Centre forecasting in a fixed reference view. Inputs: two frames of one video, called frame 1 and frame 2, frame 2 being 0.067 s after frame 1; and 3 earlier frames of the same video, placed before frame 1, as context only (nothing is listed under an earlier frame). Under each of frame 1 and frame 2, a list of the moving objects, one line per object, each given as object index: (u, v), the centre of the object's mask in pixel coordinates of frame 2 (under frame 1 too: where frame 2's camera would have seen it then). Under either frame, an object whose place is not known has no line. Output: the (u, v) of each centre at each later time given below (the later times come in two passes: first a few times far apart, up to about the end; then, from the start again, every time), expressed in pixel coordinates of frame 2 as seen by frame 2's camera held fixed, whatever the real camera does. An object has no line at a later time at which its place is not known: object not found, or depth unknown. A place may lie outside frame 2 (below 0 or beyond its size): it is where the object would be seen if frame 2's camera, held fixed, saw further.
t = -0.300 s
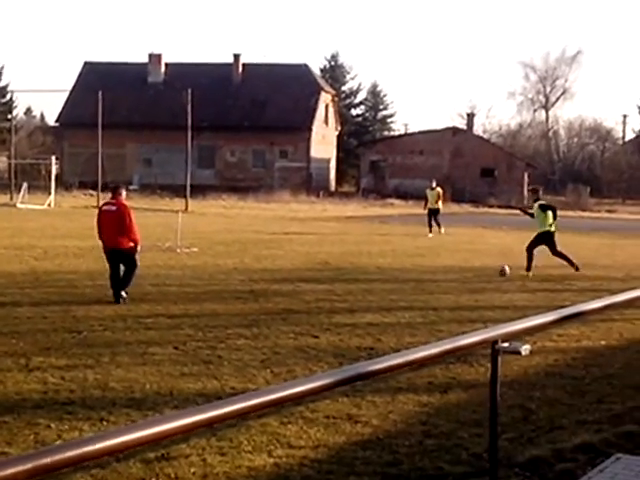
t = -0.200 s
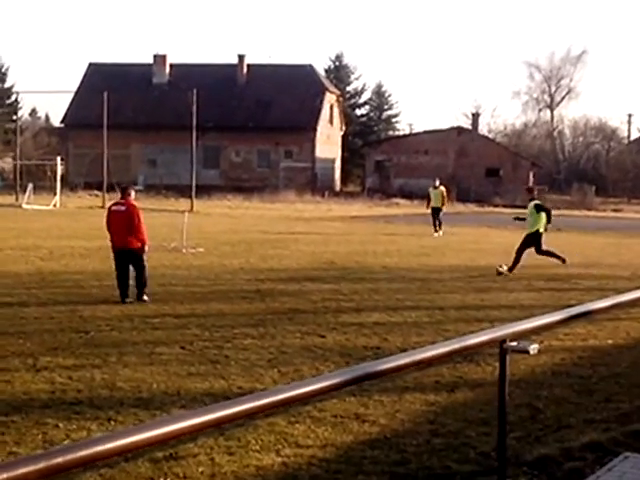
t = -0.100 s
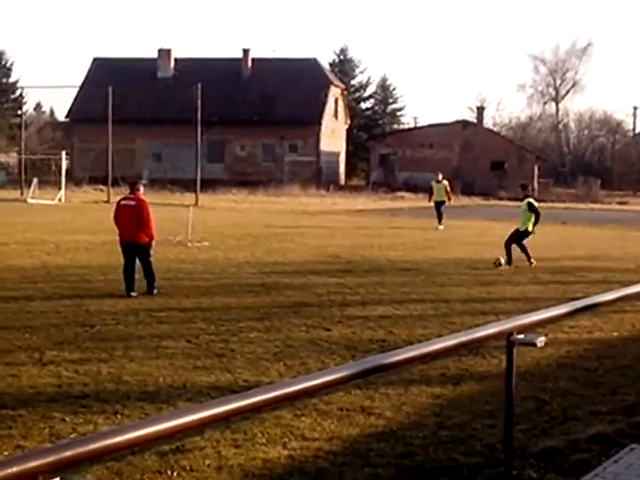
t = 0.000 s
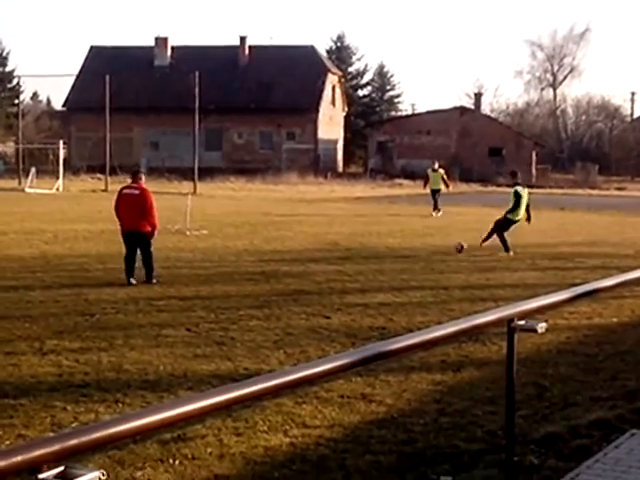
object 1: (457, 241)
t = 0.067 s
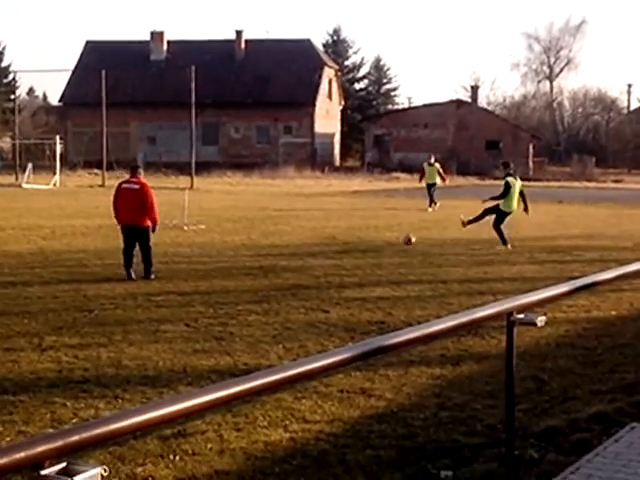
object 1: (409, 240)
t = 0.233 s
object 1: (301, 235)
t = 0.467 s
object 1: (173, 233)
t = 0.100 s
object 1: (385, 239)
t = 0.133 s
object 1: (364, 237)
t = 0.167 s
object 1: (342, 236)
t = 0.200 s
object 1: (321, 235)
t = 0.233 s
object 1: (301, 235)
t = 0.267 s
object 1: (280, 235)
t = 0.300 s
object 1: (259, 237)
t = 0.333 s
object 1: (240, 236)
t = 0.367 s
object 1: (224, 236)
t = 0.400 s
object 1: (207, 233)
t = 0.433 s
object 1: (189, 232)
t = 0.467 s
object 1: (173, 233)
